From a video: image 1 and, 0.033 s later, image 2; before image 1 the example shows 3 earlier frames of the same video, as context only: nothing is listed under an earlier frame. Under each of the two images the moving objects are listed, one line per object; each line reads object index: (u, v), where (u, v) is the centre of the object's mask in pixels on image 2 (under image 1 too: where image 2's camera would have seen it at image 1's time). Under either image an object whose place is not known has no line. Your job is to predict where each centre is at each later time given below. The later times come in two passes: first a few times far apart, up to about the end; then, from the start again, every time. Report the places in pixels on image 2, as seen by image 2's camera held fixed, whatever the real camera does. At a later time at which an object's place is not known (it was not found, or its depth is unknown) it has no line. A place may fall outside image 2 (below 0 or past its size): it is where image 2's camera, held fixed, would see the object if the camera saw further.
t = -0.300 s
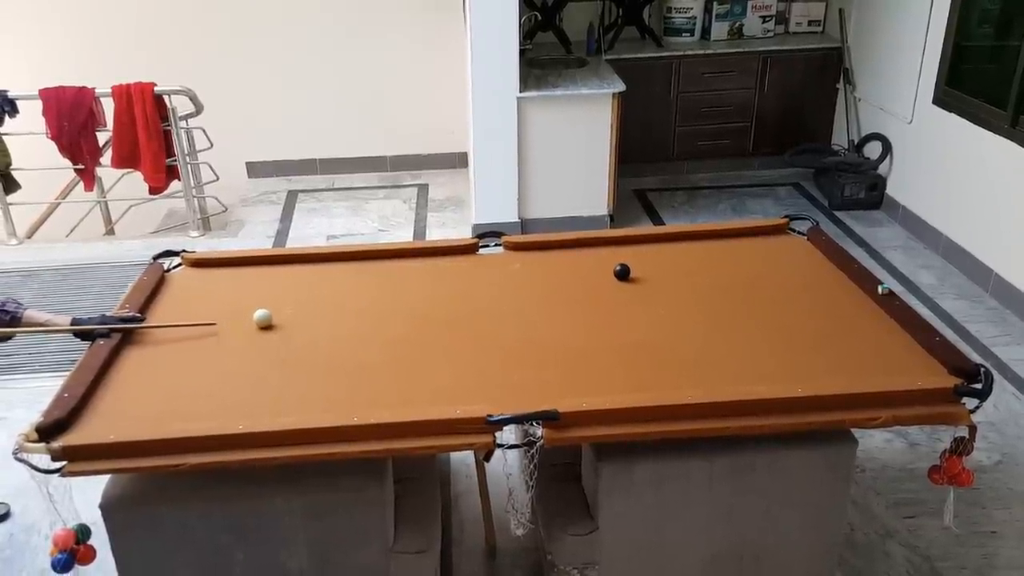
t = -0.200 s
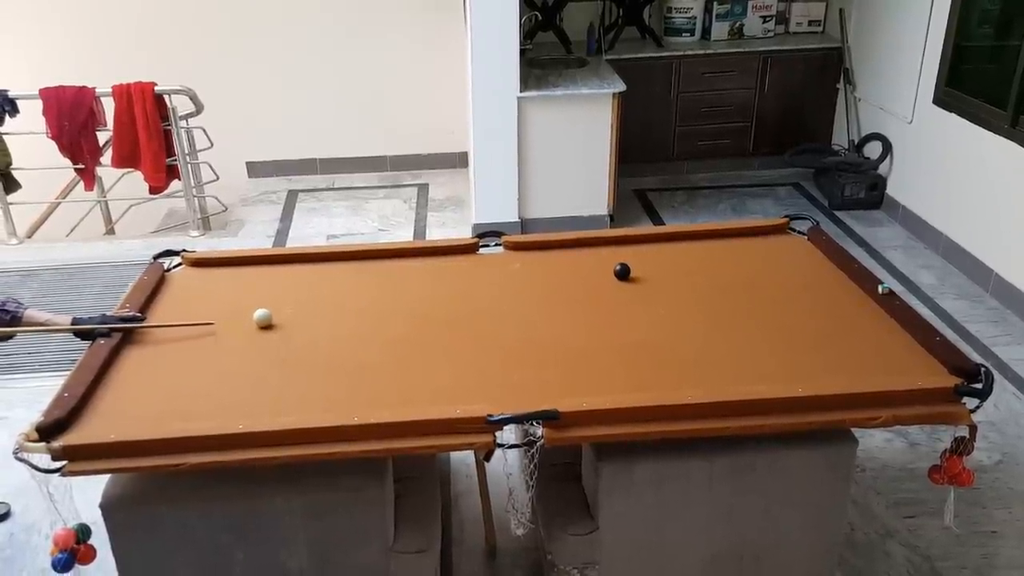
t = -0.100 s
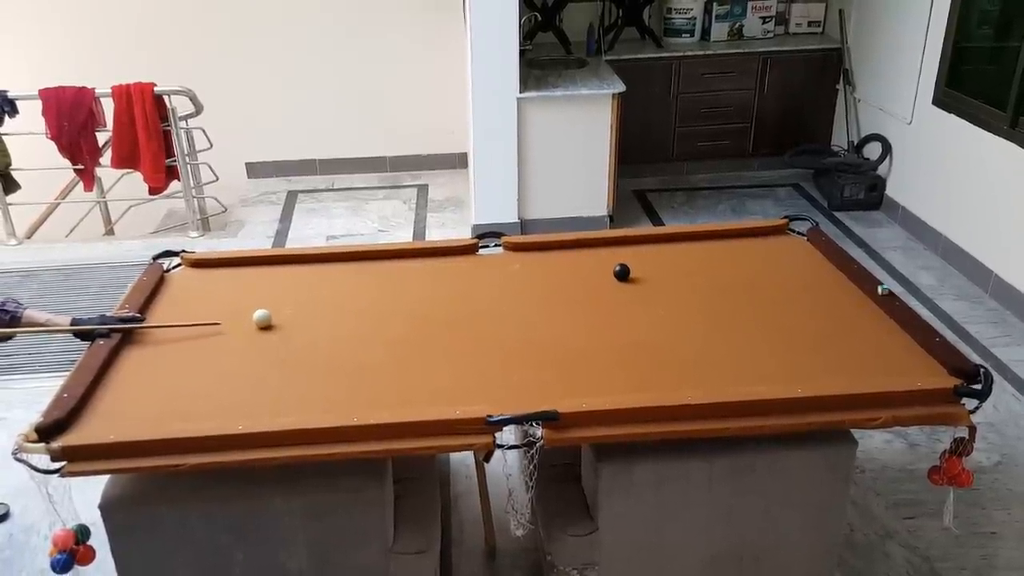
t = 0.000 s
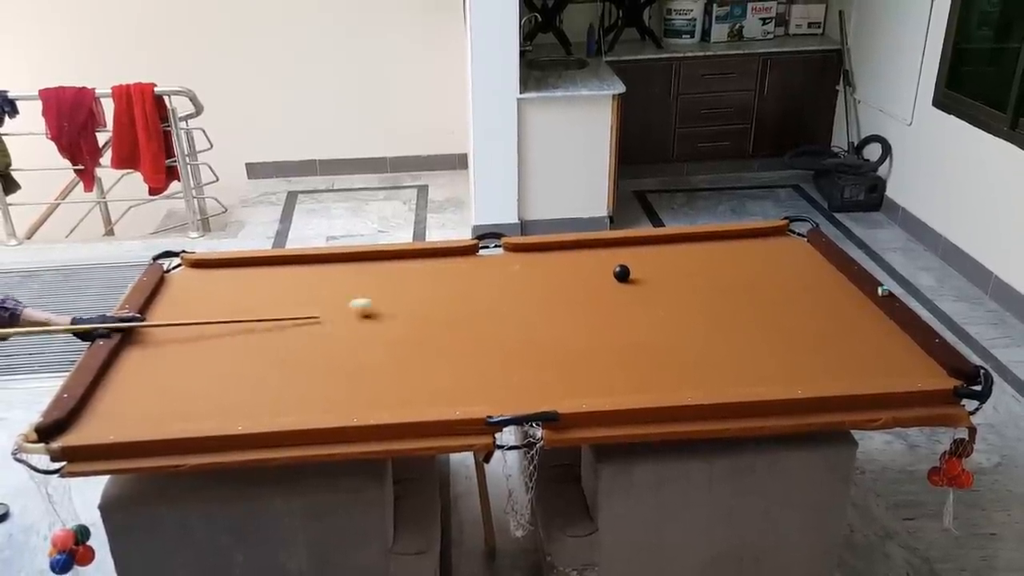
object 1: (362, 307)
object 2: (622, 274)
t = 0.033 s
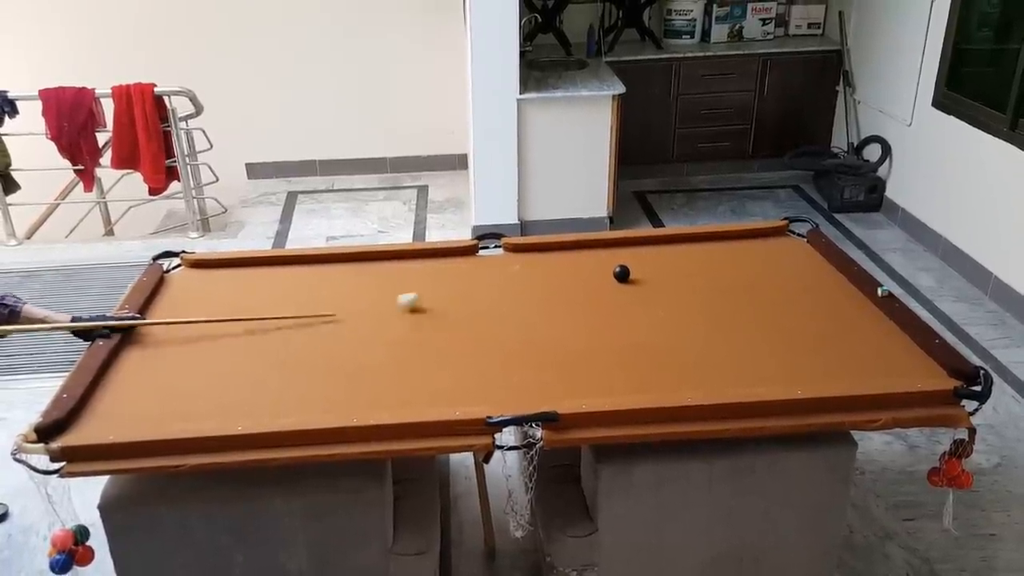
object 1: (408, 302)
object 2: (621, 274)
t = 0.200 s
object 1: (610, 279)
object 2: (626, 273)
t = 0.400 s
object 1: (659, 296)
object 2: (749, 235)
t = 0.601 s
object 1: (708, 313)
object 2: (770, 244)
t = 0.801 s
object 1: (758, 331)
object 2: (725, 255)
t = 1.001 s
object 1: (810, 350)
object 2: (681, 265)
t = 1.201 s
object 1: (863, 370)
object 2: (637, 276)
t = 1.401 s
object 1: (891, 370)
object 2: (592, 286)
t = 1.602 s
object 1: (901, 359)
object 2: (547, 296)
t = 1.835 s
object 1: (909, 348)
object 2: (494, 308)
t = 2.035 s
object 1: (903, 342)
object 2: (449, 318)
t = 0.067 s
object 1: (452, 297)
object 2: (621, 273)
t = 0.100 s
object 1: (496, 291)
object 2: (622, 274)
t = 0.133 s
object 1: (537, 286)
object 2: (622, 274)
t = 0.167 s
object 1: (576, 281)
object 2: (621, 274)
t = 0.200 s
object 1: (610, 279)
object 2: (626, 273)
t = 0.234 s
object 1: (619, 282)
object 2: (649, 265)
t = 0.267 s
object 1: (628, 285)
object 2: (672, 258)
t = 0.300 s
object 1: (636, 288)
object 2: (694, 251)
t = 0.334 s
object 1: (643, 291)
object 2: (714, 246)
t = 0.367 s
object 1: (651, 293)
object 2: (730, 239)
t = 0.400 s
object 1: (659, 296)
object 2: (749, 235)
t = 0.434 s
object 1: (667, 299)
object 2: (767, 236)
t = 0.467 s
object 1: (675, 302)
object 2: (785, 237)
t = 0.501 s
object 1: (683, 304)
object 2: (800, 238)
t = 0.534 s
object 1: (691, 307)
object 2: (790, 239)
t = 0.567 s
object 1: (699, 310)
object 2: (779, 242)
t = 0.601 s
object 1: (708, 313)
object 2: (770, 244)
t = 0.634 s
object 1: (716, 316)
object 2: (761, 246)
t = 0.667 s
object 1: (724, 319)
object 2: (754, 247)
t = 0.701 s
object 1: (732, 322)
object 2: (747, 249)
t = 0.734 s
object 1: (741, 325)
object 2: (740, 251)
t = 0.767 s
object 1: (749, 328)
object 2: (733, 253)
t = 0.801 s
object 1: (758, 331)
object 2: (725, 255)
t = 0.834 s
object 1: (767, 334)
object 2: (718, 256)
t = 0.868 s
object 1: (775, 337)
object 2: (711, 258)
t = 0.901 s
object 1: (784, 340)
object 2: (703, 260)
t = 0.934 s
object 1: (793, 343)
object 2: (696, 262)
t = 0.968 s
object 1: (801, 347)
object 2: (688, 264)
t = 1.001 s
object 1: (810, 350)
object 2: (681, 265)
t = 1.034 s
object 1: (819, 353)
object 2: (674, 267)
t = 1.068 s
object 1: (828, 357)
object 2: (666, 269)
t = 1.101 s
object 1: (837, 360)
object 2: (659, 271)
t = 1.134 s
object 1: (845, 363)
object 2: (652, 272)
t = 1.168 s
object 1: (854, 367)
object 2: (644, 274)
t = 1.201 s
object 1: (863, 370)
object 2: (637, 276)
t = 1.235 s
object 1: (872, 372)
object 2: (629, 278)
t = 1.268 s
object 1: (881, 374)
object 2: (622, 279)
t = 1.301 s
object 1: (887, 375)
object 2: (614, 281)
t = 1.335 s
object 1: (888, 373)
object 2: (607, 283)
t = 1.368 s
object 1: (890, 372)
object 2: (600, 284)
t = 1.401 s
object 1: (891, 370)
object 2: (592, 286)
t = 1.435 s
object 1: (893, 369)
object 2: (585, 288)
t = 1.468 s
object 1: (895, 367)
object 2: (577, 290)
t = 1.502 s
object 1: (896, 365)
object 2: (569, 292)
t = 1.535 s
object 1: (898, 363)
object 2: (562, 293)
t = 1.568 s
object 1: (899, 361)
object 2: (554, 295)
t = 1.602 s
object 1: (901, 359)
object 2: (547, 296)
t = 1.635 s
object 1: (902, 357)
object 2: (539, 298)
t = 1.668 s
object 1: (903, 355)
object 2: (532, 300)
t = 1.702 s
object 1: (904, 354)
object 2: (524, 302)
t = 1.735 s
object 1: (905, 352)
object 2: (517, 303)
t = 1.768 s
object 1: (906, 350)
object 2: (509, 305)
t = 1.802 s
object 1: (908, 349)
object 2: (502, 307)
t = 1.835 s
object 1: (909, 348)
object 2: (494, 308)
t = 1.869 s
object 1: (910, 346)
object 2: (487, 310)
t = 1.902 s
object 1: (911, 345)
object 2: (479, 312)
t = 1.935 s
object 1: (909, 344)
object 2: (472, 313)
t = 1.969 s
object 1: (907, 343)
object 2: (465, 315)
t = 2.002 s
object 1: (905, 342)
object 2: (457, 317)
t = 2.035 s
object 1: (903, 342)
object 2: (449, 318)
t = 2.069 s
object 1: (901, 341)
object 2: (442, 320)
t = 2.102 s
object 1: (899, 341)
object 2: (435, 322)
